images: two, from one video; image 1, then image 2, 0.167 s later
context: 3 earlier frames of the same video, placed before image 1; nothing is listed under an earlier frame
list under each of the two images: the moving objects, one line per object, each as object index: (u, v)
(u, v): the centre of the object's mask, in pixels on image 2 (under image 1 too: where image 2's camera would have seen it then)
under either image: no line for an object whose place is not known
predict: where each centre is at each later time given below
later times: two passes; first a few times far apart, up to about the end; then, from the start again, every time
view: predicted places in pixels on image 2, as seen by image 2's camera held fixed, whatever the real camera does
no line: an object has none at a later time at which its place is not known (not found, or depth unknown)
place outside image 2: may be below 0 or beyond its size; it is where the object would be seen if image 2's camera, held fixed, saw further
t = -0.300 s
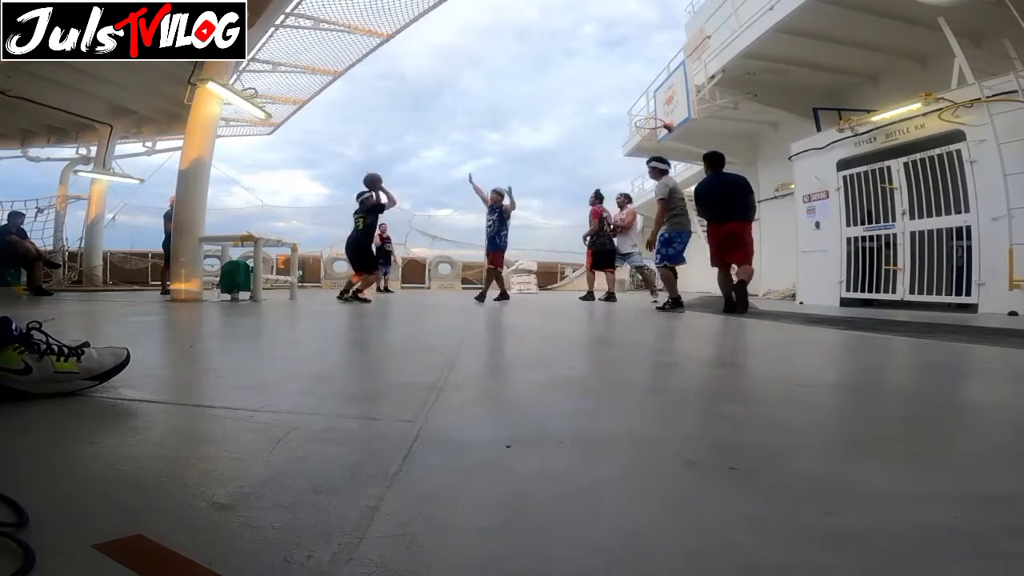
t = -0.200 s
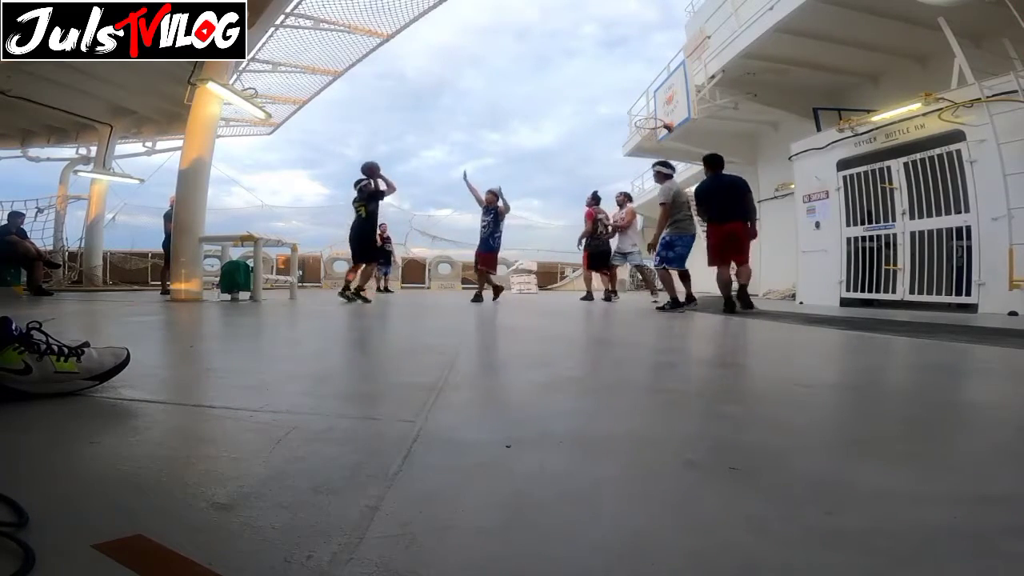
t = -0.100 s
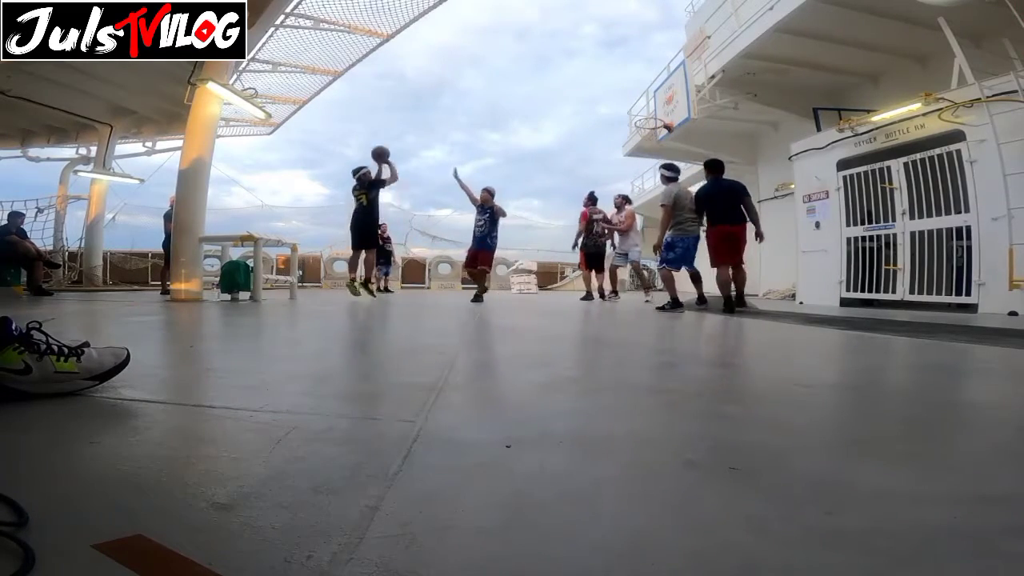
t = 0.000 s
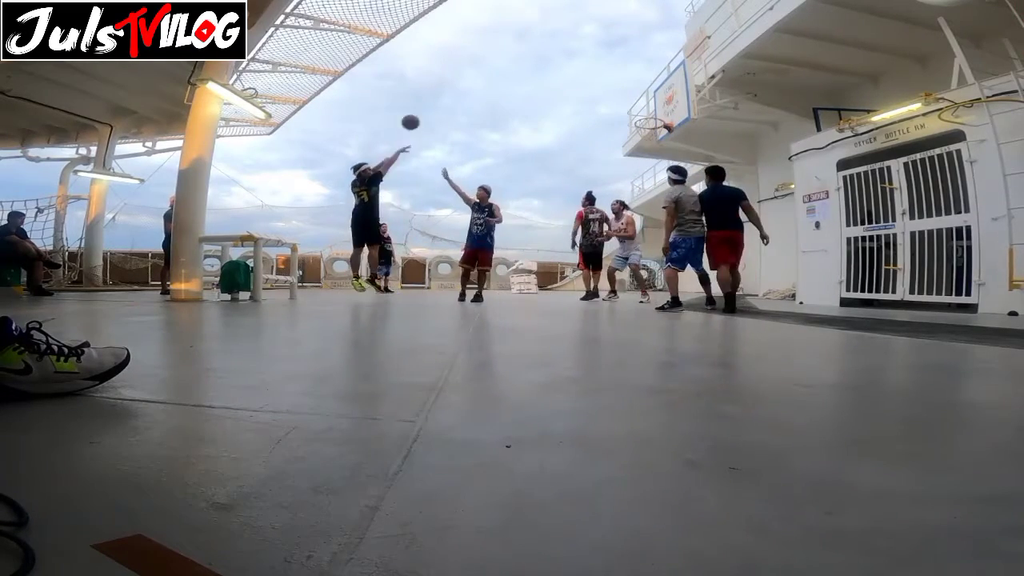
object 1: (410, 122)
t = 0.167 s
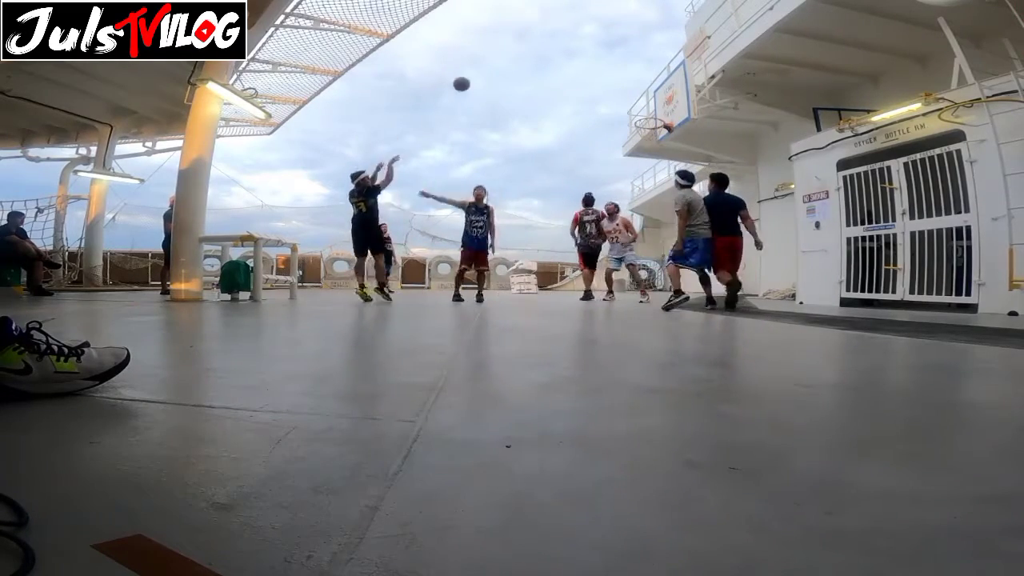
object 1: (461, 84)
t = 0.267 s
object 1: (488, 71)
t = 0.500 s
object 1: (545, 64)
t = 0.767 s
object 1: (602, 87)
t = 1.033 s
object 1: (651, 121)
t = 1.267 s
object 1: (649, 109)
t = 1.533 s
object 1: (630, 116)
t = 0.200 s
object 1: (470, 79)
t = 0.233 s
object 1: (480, 75)
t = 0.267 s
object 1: (488, 71)
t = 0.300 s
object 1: (497, 68)
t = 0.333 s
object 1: (505, 66)
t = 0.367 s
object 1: (514, 64)
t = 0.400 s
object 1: (522, 63)
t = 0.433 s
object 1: (529, 63)
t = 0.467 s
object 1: (537, 63)
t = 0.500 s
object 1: (545, 64)
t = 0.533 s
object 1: (552, 65)
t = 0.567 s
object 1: (560, 67)
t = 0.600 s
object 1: (567, 69)
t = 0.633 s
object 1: (574, 72)
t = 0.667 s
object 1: (581, 75)
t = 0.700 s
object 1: (588, 78)
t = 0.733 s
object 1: (595, 83)
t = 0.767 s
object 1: (602, 87)
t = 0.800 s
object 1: (609, 93)
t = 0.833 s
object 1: (616, 98)
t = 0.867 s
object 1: (623, 105)
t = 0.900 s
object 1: (629, 111)
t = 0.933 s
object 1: (636, 118)
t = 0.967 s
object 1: (641, 120)
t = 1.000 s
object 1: (646, 120)
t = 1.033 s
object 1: (651, 121)
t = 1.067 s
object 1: (655, 120)
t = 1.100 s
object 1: (659, 118)
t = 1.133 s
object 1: (661, 116)
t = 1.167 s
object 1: (658, 113)
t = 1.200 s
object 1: (655, 112)
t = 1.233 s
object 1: (652, 110)
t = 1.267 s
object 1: (649, 109)
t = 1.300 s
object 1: (646, 109)
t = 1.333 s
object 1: (644, 109)
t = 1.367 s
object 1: (641, 110)
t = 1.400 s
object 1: (638, 111)
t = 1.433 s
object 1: (635, 113)
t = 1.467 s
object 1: (632, 115)
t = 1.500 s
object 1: (631, 116)
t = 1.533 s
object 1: (630, 116)
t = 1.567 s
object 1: (628, 117)
